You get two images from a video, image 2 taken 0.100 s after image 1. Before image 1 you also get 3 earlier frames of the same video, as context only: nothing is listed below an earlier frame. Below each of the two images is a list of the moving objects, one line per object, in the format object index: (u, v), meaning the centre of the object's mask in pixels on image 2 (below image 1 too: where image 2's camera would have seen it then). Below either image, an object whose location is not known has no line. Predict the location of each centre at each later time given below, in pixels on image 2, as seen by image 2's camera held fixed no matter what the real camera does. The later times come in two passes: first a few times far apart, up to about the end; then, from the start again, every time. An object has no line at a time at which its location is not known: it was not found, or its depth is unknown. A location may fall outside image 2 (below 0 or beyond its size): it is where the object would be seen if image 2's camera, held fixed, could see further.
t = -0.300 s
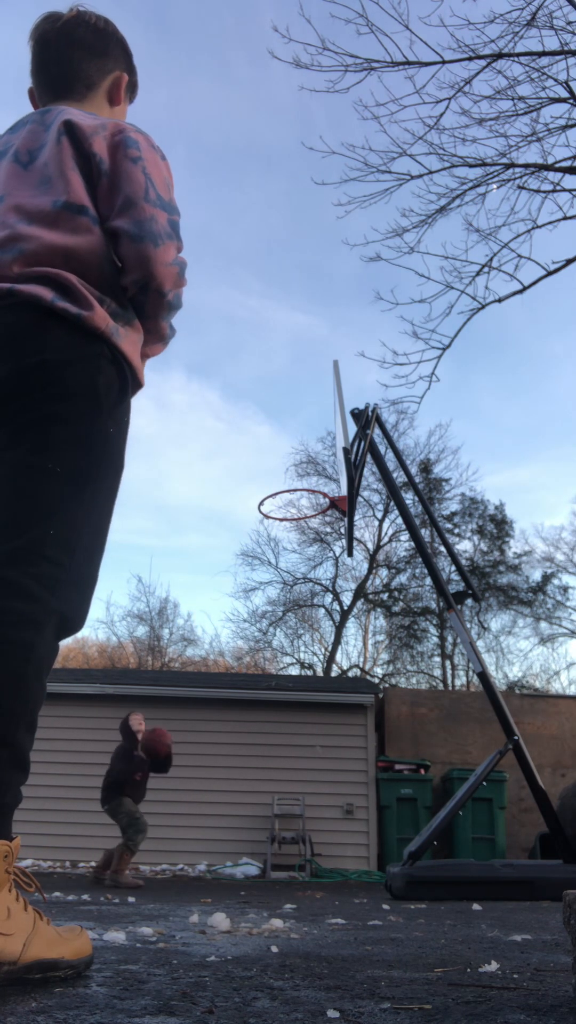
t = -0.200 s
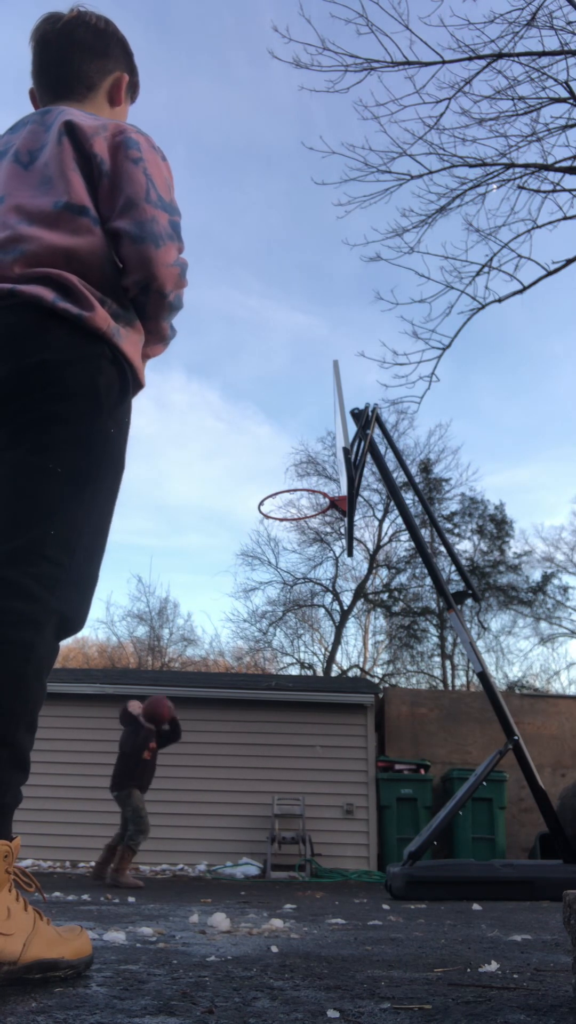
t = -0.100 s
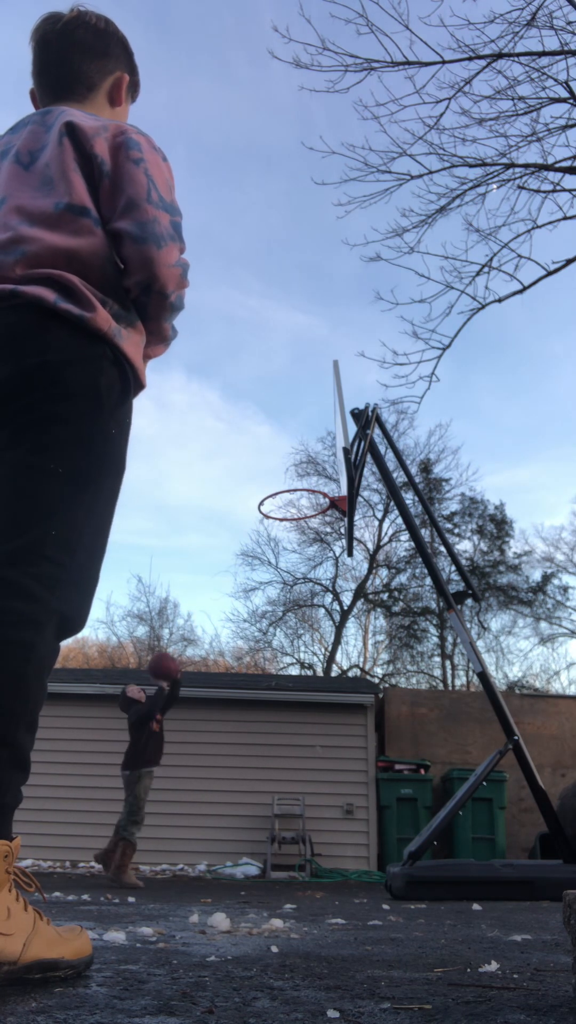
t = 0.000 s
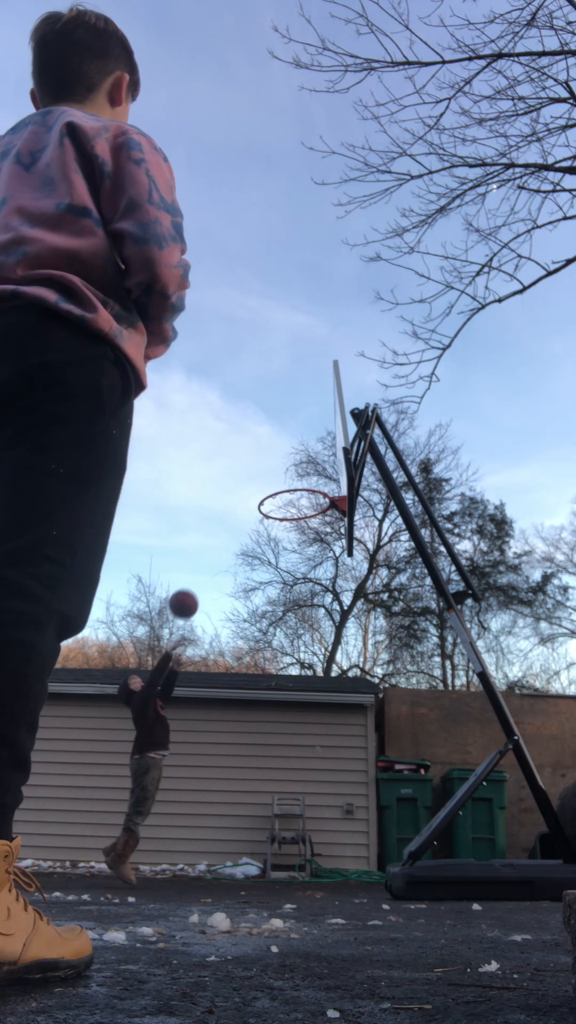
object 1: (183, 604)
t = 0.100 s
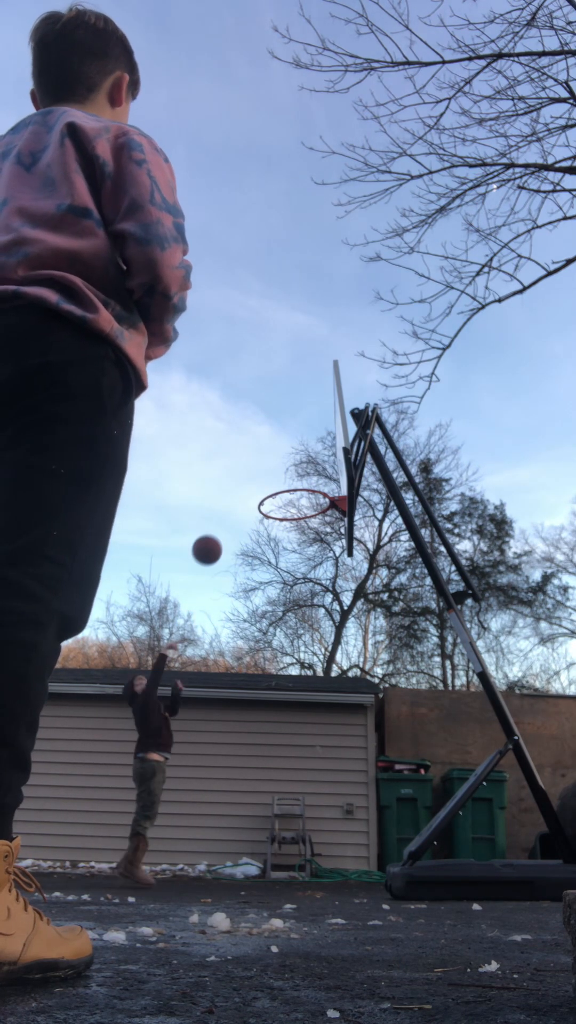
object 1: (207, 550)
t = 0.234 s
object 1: (237, 495)
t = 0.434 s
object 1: (282, 448)
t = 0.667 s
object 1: (313, 453)
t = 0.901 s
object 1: (279, 540)
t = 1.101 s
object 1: (239, 703)
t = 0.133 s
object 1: (215, 534)
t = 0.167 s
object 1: (222, 520)
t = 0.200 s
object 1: (230, 507)
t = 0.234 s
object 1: (237, 495)
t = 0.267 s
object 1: (245, 484)
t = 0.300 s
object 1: (252, 475)
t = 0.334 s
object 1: (260, 466)
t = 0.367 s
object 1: (267, 459)
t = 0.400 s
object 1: (275, 453)
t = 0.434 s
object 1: (282, 448)
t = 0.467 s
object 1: (290, 445)
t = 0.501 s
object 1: (298, 442)
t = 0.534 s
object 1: (305, 441)
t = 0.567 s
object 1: (313, 441)
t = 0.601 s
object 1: (321, 443)
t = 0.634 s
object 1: (318, 447)
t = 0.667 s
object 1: (313, 453)
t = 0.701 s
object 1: (309, 460)
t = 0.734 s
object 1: (304, 469)
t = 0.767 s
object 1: (299, 479)
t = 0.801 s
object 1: (295, 492)
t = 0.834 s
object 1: (290, 506)
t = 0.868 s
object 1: (284, 522)
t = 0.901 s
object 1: (279, 540)
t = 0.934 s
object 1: (273, 561)
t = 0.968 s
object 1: (267, 583)
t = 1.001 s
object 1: (261, 609)
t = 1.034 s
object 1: (254, 637)
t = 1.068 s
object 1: (247, 668)
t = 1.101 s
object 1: (239, 703)
